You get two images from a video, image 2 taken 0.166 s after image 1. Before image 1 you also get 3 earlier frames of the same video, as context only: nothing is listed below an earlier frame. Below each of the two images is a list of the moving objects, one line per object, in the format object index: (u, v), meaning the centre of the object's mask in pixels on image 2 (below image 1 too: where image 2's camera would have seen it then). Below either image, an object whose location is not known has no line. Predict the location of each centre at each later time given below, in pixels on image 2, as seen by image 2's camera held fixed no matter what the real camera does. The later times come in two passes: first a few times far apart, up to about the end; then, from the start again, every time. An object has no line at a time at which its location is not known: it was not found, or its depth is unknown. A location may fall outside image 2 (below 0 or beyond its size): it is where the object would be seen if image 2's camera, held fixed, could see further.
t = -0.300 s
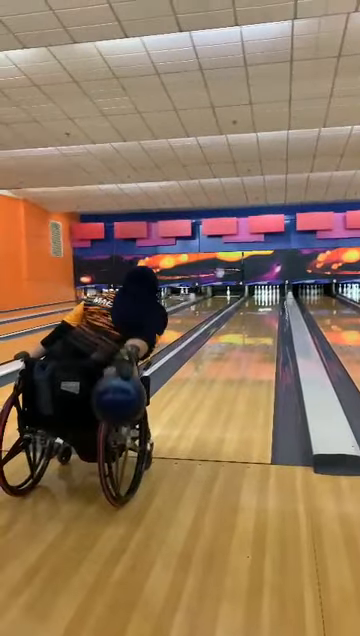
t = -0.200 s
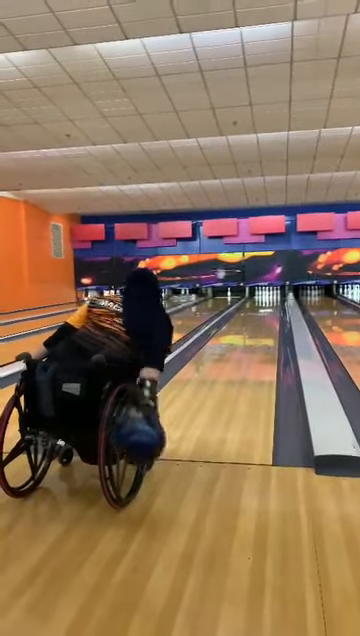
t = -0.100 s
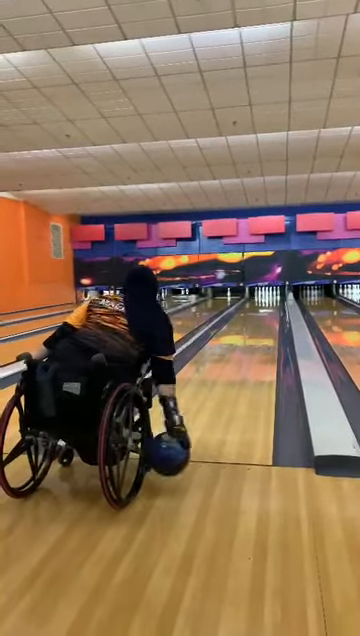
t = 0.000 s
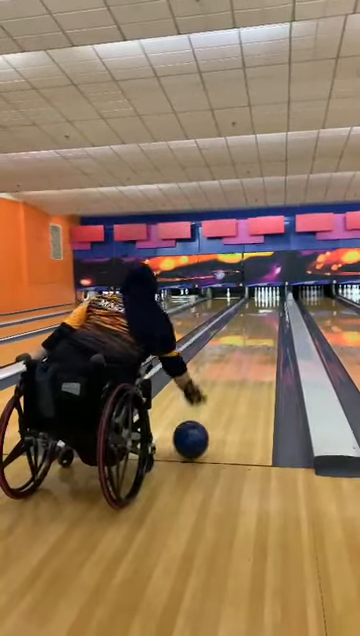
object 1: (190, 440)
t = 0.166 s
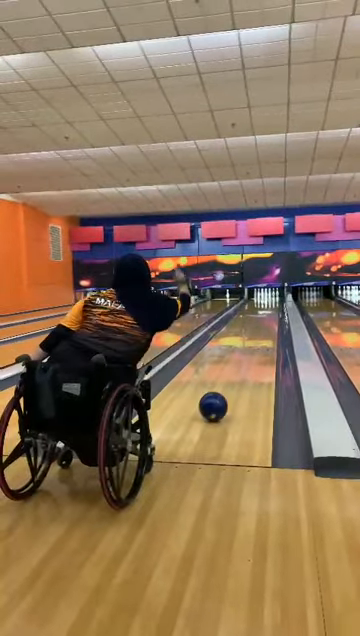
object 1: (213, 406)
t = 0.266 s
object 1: (222, 391)
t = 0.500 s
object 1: (238, 367)
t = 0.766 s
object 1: (250, 348)
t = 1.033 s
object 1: (257, 336)
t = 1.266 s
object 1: (261, 328)
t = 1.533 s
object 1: (264, 321)
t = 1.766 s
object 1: (266, 317)
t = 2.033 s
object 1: (268, 312)
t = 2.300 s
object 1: (269, 309)
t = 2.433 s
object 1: (269, 307)
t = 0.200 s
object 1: (216, 401)
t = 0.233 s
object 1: (219, 396)
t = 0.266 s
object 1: (222, 391)
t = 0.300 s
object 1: (225, 387)
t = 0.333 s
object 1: (228, 383)
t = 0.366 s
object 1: (230, 379)
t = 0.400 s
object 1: (232, 376)
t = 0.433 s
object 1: (234, 373)
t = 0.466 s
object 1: (236, 370)
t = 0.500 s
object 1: (238, 367)
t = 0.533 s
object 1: (240, 364)
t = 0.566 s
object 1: (241, 361)
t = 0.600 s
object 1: (244, 358)
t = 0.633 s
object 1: (245, 356)
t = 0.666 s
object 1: (247, 354)
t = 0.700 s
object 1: (247, 352)
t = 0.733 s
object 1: (249, 350)
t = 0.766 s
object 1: (250, 348)
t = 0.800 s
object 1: (251, 346)
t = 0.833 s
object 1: (252, 344)
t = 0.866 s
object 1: (253, 343)
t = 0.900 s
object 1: (254, 341)
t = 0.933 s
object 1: (255, 340)
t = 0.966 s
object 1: (256, 338)
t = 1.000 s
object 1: (256, 337)
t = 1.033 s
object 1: (257, 336)
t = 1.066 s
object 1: (258, 335)
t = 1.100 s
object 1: (259, 334)
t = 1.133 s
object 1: (259, 333)
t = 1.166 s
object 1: (260, 332)
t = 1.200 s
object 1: (260, 330)
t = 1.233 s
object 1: (261, 329)
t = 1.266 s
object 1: (261, 328)
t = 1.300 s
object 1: (262, 327)
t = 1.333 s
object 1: (262, 326)
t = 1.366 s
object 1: (262, 326)
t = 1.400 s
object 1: (263, 325)
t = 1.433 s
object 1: (264, 323)
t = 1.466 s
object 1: (264, 323)
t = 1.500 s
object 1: (264, 322)
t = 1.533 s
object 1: (264, 321)
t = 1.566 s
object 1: (265, 320)
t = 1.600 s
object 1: (265, 320)
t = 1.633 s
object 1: (265, 320)
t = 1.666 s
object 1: (266, 319)
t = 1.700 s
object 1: (266, 318)
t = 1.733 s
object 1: (266, 318)
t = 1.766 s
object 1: (266, 317)
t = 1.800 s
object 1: (267, 316)
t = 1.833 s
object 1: (267, 315)
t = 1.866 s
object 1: (267, 315)
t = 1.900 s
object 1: (267, 314)
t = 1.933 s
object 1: (268, 314)
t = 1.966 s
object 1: (267, 313)
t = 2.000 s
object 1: (268, 313)
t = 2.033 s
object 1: (268, 312)
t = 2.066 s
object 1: (268, 312)
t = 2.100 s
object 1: (268, 312)
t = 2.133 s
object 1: (268, 311)
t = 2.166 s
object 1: (268, 311)
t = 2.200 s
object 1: (268, 310)
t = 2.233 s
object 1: (269, 310)
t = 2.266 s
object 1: (269, 310)
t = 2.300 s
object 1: (269, 309)
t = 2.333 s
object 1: (269, 309)
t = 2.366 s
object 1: (269, 308)
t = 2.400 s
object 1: (269, 308)
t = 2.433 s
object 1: (269, 307)
